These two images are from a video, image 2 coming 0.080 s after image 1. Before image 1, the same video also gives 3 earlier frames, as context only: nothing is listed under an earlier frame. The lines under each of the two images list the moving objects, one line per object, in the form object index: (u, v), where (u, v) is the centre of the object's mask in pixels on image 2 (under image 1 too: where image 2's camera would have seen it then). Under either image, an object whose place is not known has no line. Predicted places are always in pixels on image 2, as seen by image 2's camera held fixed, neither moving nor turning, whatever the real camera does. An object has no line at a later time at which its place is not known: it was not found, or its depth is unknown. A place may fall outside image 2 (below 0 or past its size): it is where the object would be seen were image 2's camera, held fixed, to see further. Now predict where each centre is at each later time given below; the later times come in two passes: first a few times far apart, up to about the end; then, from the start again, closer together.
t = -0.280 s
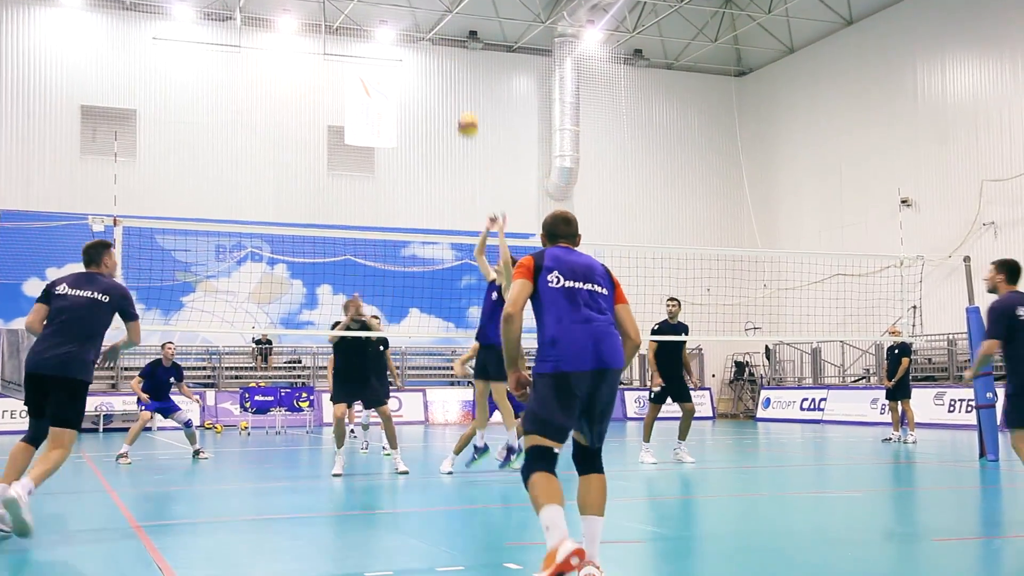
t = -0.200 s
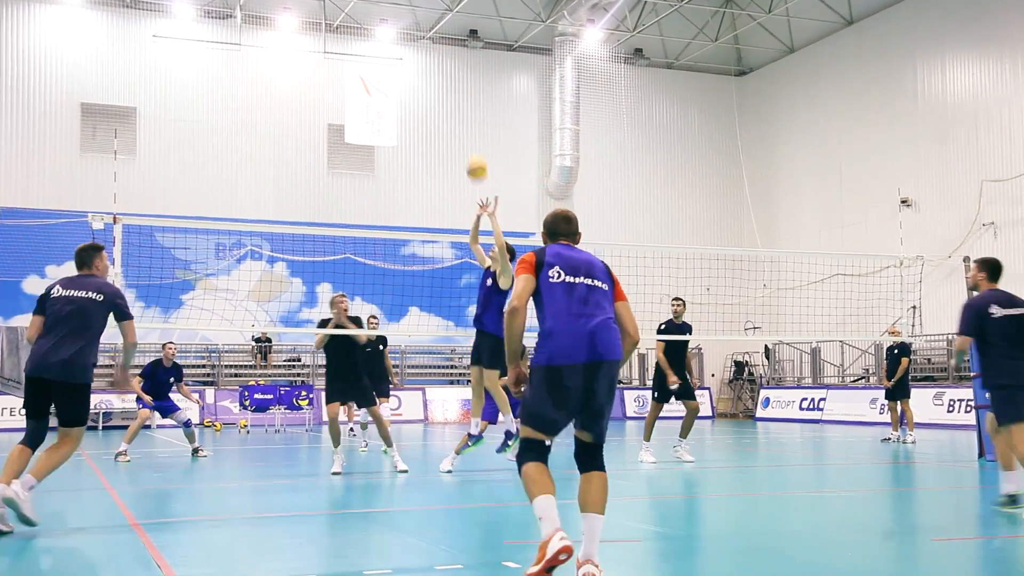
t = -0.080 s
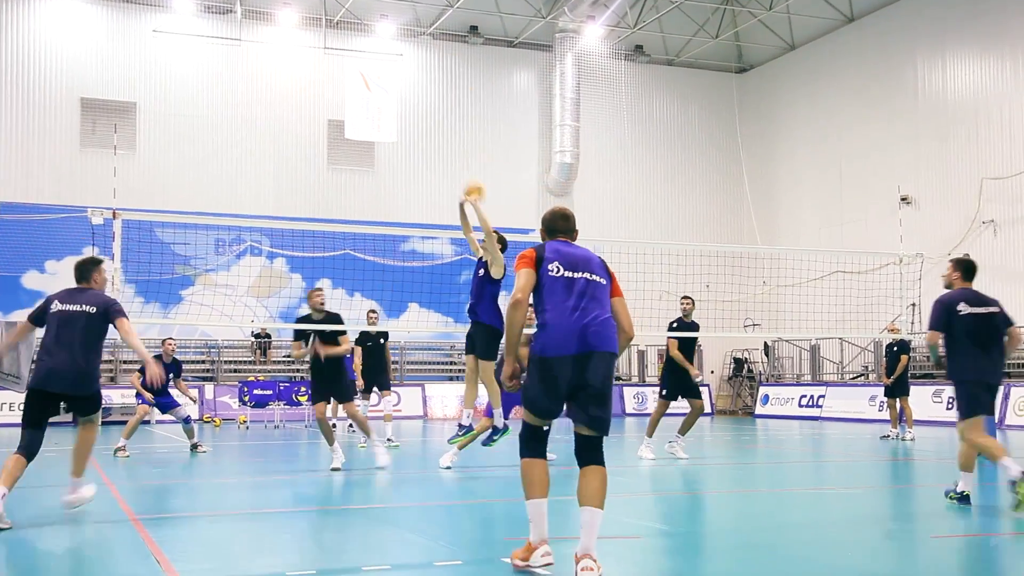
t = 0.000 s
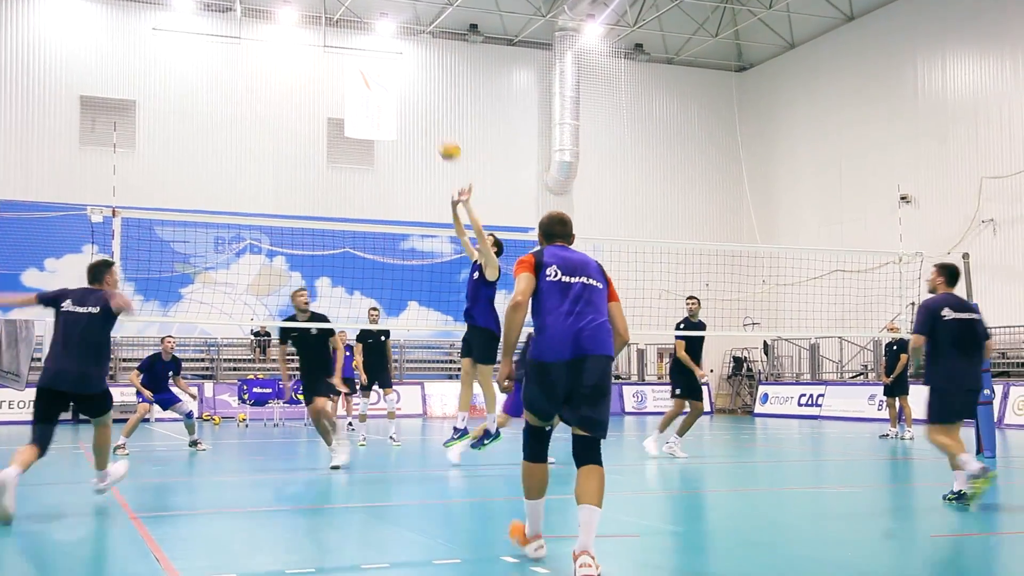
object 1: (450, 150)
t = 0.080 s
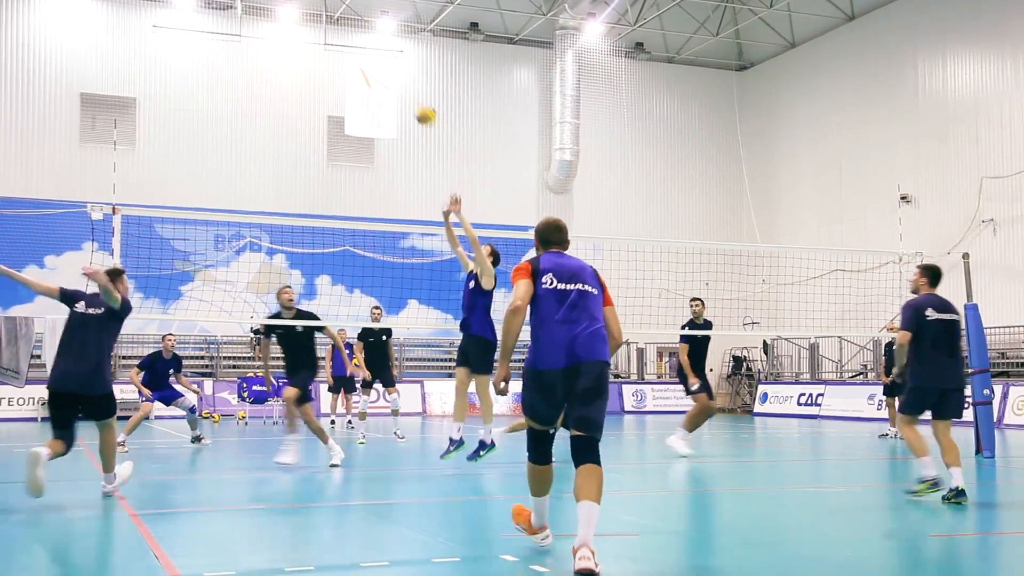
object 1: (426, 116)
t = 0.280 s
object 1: (364, 58)
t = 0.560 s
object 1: (275, 46)
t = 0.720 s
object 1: (221, 77)
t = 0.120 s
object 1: (413, 101)
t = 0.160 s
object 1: (402, 87)
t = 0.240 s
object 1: (377, 67)
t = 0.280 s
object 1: (364, 58)
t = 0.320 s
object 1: (352, 52)
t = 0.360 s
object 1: (339, 47)
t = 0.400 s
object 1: (327, 43)
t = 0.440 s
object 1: (314, 42)
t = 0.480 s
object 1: (301, 41)
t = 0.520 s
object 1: (288, 43)
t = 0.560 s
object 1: (275, 46)
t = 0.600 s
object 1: (262, 51)
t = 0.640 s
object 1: (249, 58)
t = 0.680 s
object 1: (235, 67)
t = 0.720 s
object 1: (221, 77)
